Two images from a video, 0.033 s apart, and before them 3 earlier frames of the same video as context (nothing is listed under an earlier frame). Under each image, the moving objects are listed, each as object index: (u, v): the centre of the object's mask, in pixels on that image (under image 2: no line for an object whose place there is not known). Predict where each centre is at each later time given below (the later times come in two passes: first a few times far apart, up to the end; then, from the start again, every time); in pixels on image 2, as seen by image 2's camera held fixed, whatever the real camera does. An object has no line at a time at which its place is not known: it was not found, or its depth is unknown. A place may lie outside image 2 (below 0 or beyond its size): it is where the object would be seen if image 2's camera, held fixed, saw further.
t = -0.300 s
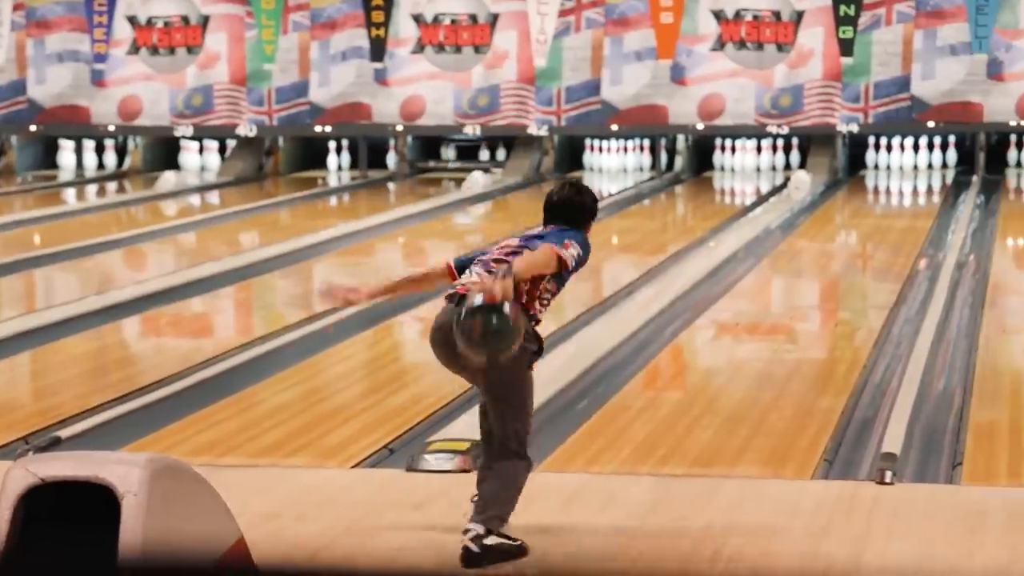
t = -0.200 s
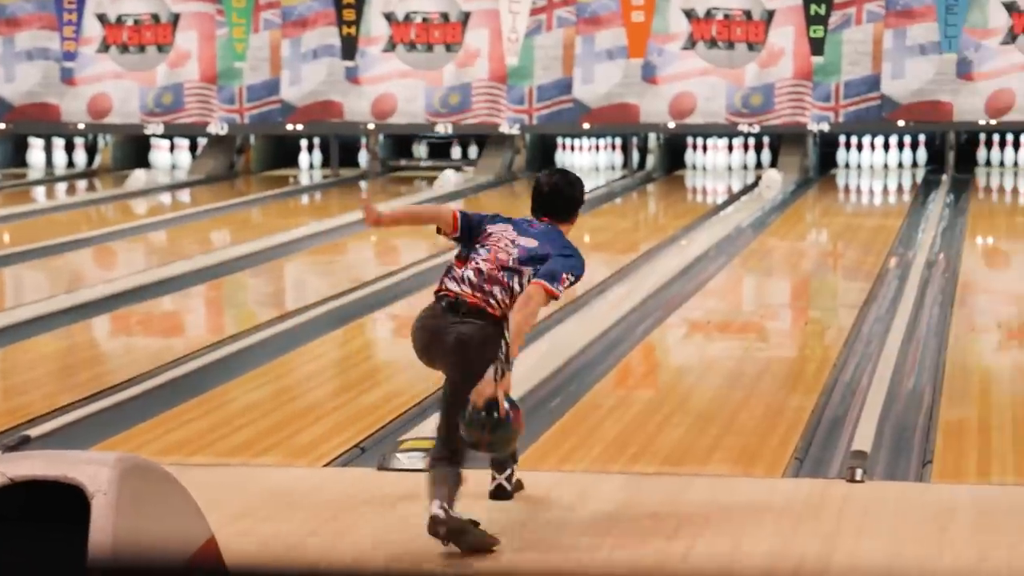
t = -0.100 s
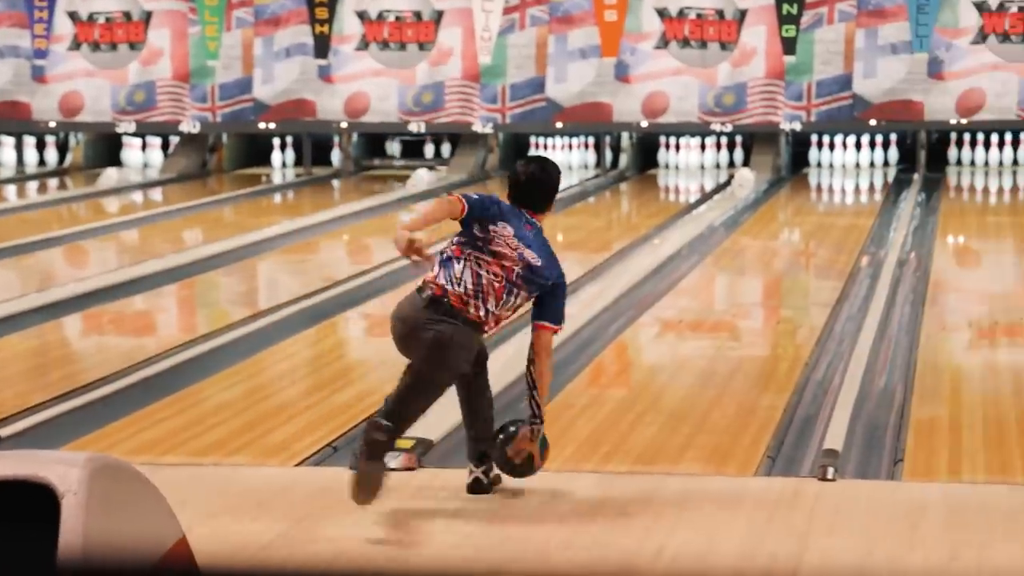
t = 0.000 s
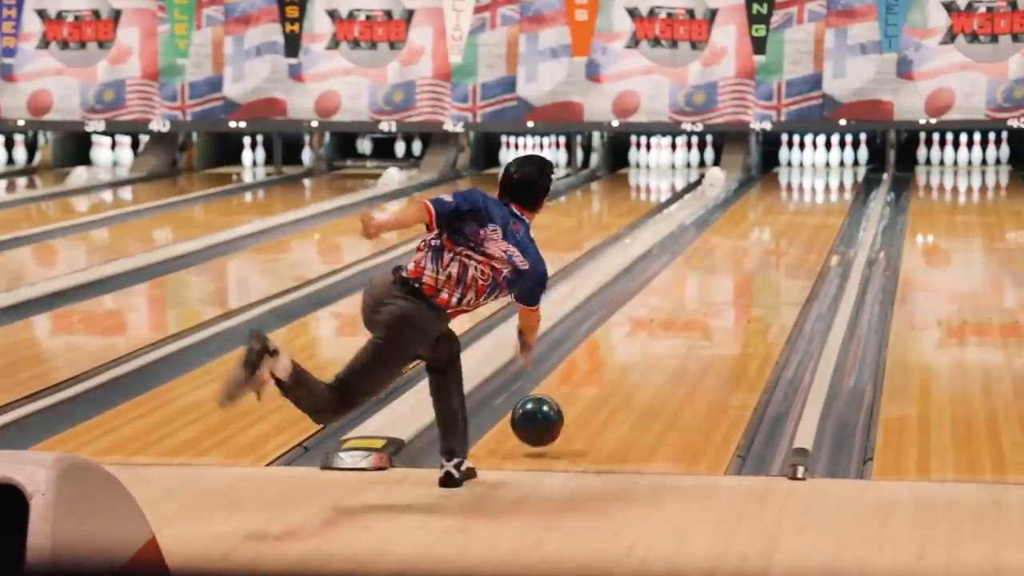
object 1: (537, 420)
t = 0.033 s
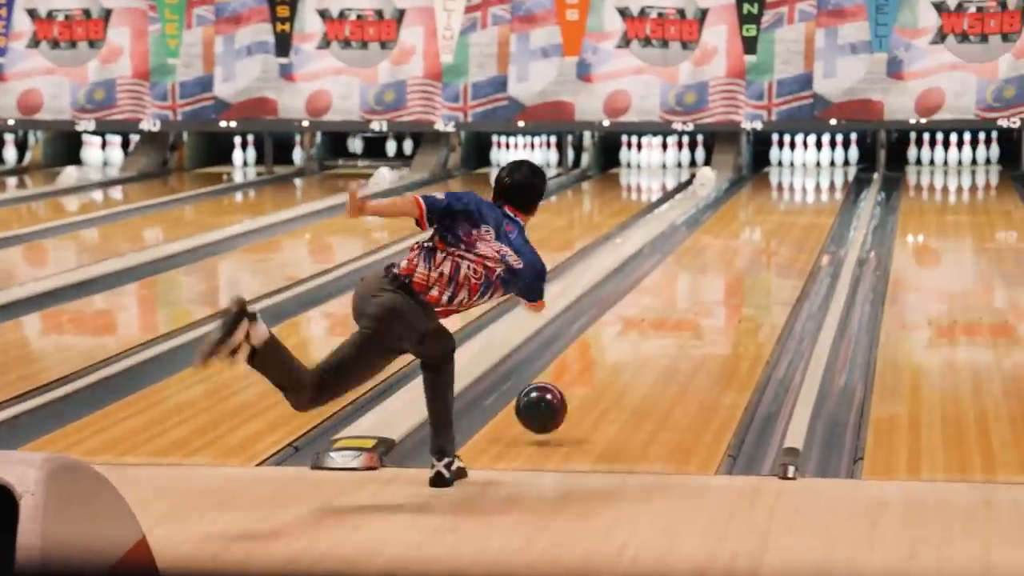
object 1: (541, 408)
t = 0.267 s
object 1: (616, 355)
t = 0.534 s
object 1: (676, 304)
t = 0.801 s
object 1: (719, 269)
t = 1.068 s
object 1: (752, 240)
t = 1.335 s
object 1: (776, 218)
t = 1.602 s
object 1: (795, 199)
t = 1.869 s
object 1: (809, 184)
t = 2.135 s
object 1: (820, 172)
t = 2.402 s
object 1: (819, 162)
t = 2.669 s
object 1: (823, 156)
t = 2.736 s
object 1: (822, 156)
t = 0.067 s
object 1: (554, 399)
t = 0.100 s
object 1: (565, 393)
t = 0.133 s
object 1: (577, 389)
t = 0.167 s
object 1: (587, 380)
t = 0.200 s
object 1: (597, 372)
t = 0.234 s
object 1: (607, 363)
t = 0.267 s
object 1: (616, 355)
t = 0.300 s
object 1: (625, 348)
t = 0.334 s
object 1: (633, 341)
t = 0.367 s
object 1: (641, 334)
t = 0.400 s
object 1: (648, 327)
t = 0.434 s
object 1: (656, 321)
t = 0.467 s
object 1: (663, 315)
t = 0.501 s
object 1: (669, 310)
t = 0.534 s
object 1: (676, 304)
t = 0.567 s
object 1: (682, 299)
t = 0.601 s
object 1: (688, 294)
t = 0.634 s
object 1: (694, 290)
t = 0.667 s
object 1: (700, 286)
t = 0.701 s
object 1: (705, 281)
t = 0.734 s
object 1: (710, 277)
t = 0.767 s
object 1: (714, 273)
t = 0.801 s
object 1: (719, 269)
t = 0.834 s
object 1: (724, 265)
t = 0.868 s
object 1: (728, 261)
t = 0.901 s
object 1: (733, 257)
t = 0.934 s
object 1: (737, 254)
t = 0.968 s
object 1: (741, 250)
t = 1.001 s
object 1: (745, 247)
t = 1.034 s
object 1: (748, 244)
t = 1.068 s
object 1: (752, 240)
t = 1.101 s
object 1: (755, 237)
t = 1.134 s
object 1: (758, 235)
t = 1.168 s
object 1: (761, 231)
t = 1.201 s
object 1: (765, 229)
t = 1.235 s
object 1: (768, 226)
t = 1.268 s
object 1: (770, 223)
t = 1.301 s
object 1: (773, 220)
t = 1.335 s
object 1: (776, 218)
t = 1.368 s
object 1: (778, 215)
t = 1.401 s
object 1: (781, 212)
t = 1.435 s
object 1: (783, 210)
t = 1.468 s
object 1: (786, 208)
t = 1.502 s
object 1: (788, 206)
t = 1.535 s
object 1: (791, 204)
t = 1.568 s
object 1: (793, 201)
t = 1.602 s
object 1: (795, 199)
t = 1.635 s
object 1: (797, 198)
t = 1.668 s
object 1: (799, 195)
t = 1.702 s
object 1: (801, 193)
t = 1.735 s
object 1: (803, 191)
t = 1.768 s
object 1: (804, 190)
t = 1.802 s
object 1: (806, 188)
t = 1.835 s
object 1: (808, 186)
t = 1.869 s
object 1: (809, 184)
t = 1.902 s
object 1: (811, 183)
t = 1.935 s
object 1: (812, 181)
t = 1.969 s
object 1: (814, 179)
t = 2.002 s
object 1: (816, 177)
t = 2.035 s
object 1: (816, 176)
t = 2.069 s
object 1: (817, 175)
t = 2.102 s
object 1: (818, 174)
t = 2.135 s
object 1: (820, 172)
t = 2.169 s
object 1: (820, 171)
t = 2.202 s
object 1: (820, 170)
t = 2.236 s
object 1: (820, 168)
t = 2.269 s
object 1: (820, 167)
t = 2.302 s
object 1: (820, 166)
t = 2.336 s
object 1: (820, 165)
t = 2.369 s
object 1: (819, 163)
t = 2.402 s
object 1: (819, 162)
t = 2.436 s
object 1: (818, 160)
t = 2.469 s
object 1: (819, 160)
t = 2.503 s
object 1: (820, 159)
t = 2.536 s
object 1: (822, 158)
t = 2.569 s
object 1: (821, 157)
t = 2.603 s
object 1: (823, 157)
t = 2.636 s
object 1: (823, 156)
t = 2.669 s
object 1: (823, 156)
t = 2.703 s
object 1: (822, 155)
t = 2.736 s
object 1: (822, 156)
